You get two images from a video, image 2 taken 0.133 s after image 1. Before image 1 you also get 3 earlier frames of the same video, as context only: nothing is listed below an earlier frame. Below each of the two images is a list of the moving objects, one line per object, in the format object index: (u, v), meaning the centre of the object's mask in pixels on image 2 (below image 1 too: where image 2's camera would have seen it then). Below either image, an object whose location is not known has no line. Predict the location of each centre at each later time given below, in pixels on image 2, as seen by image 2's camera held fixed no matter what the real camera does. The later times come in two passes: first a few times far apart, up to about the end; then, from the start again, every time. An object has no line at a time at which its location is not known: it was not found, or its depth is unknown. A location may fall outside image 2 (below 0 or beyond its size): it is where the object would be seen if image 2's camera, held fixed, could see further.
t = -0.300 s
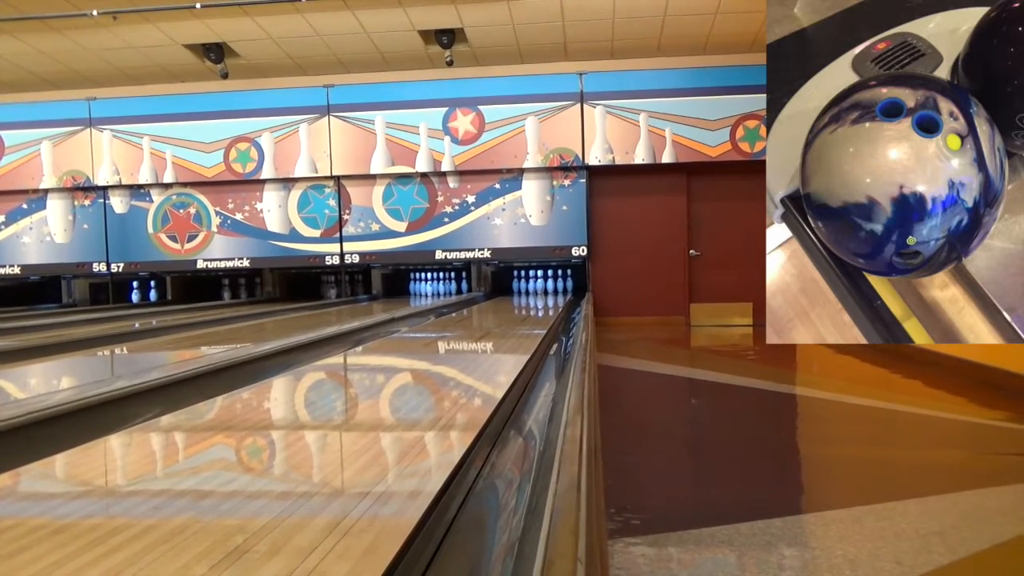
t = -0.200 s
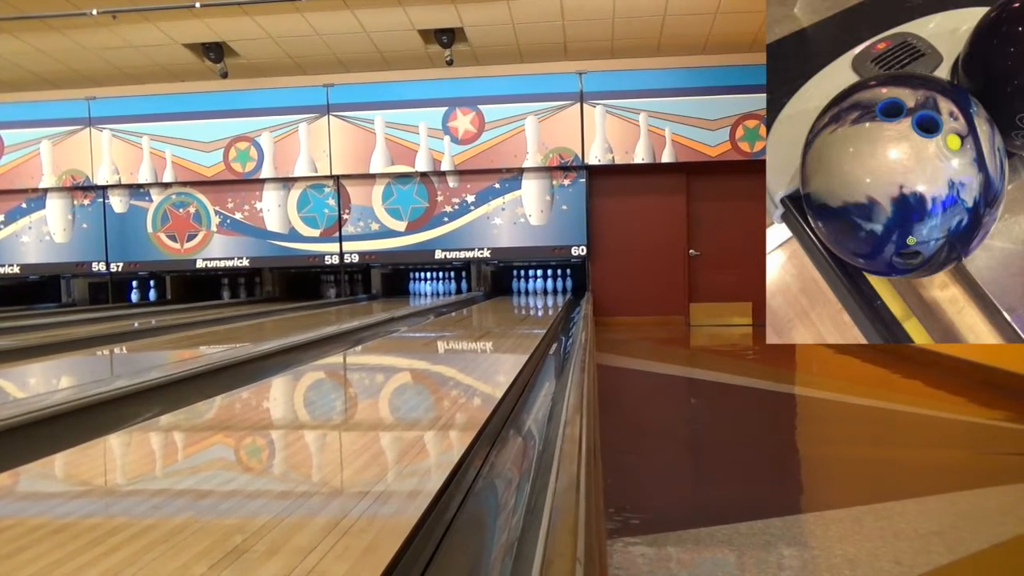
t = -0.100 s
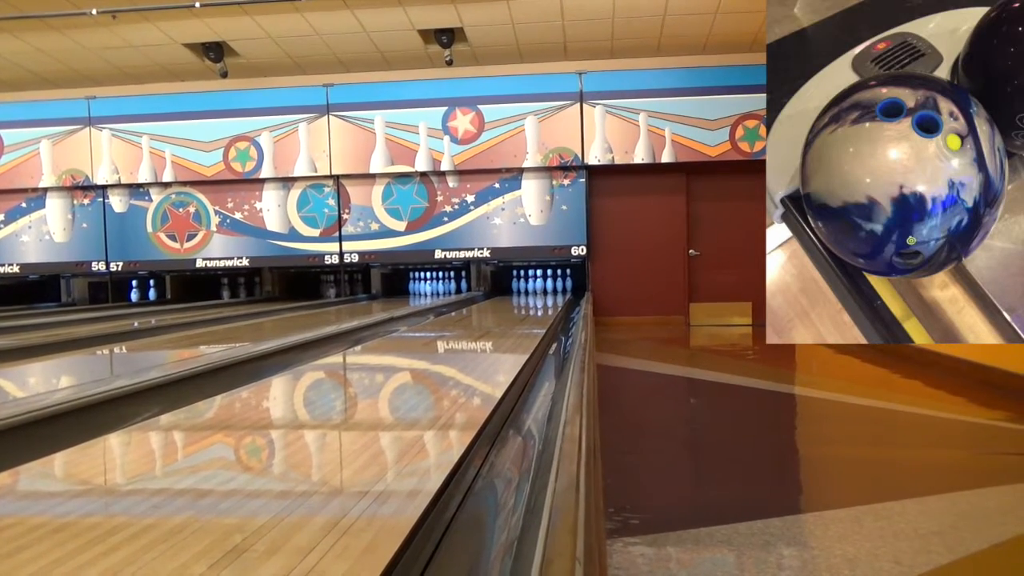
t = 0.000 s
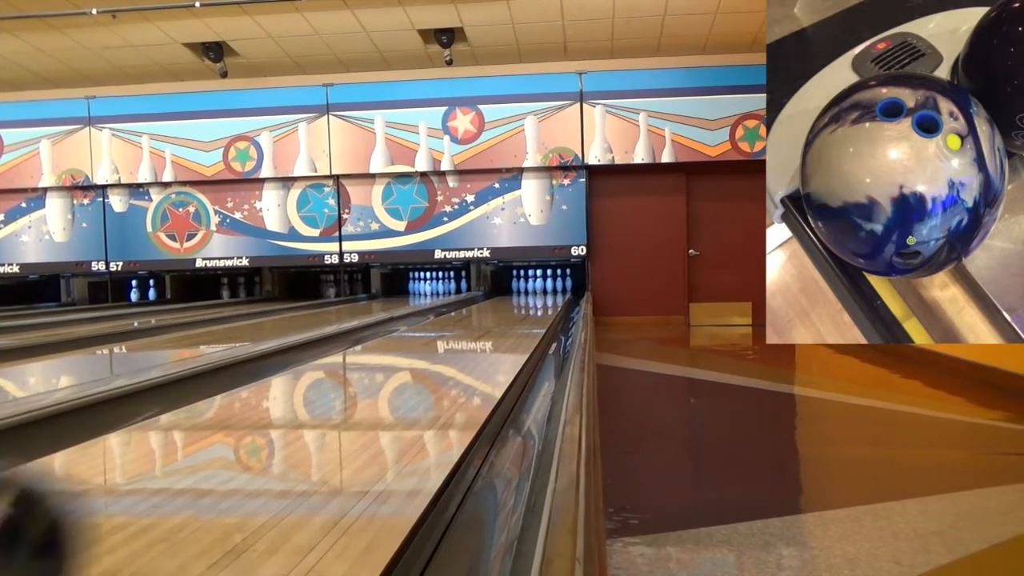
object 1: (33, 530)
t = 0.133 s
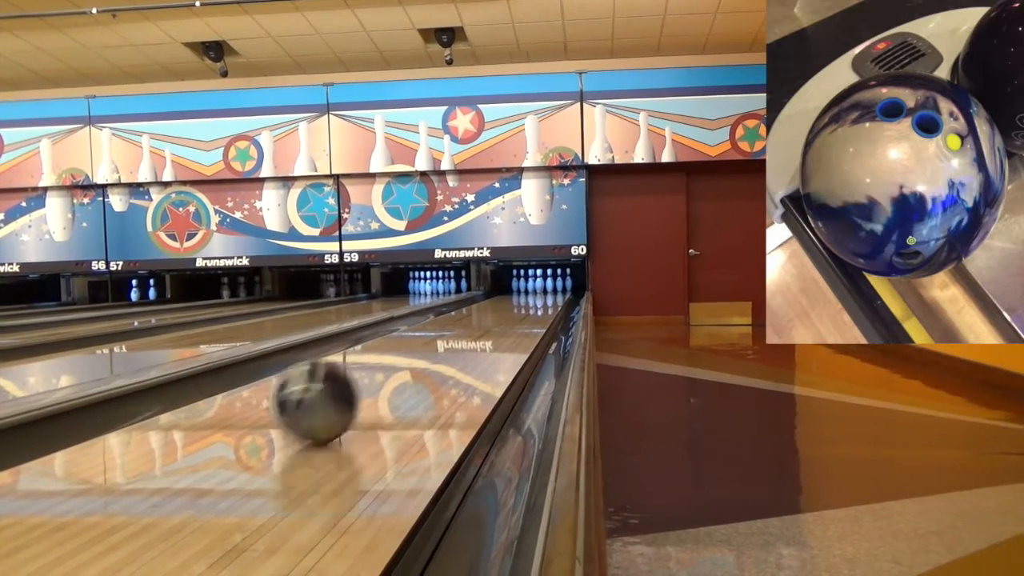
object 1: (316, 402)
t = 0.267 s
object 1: (422, 354)
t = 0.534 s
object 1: (506, 318)
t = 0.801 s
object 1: (538, 302)
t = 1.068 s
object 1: (550, 293)
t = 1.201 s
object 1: (550, 291)
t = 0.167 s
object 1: (351, 386)
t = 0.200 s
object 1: (381, 373)
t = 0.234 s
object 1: (403, 363)
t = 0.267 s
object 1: (422, 354)
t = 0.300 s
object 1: (439, 348)
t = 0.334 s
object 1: (453, 342)
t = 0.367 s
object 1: (465, 336)
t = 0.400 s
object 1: (475, 333)
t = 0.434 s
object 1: (484, 328)
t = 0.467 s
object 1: (493, 324)
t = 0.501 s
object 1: (499, 321)
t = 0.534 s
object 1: (506, 318)
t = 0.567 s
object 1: (512, 315)
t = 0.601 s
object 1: (517, 313)
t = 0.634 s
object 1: (522, 310)
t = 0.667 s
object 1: (526, 309)
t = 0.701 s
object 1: (529, 307)
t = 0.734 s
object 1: (533, 305)
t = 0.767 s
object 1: (536, 303)
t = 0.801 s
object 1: (538, 302)
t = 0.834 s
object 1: (540, 301)
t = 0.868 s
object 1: (543, 300)
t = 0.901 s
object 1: (545, 299)
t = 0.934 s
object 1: (546, 297)
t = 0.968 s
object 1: (547, 297)
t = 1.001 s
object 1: (547, 295)
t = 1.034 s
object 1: (549, 294)
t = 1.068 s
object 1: (550, 293)
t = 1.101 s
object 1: (549, 292)
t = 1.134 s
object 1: (549, 292)
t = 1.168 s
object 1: (550, 291)
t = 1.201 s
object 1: (550, 291)
